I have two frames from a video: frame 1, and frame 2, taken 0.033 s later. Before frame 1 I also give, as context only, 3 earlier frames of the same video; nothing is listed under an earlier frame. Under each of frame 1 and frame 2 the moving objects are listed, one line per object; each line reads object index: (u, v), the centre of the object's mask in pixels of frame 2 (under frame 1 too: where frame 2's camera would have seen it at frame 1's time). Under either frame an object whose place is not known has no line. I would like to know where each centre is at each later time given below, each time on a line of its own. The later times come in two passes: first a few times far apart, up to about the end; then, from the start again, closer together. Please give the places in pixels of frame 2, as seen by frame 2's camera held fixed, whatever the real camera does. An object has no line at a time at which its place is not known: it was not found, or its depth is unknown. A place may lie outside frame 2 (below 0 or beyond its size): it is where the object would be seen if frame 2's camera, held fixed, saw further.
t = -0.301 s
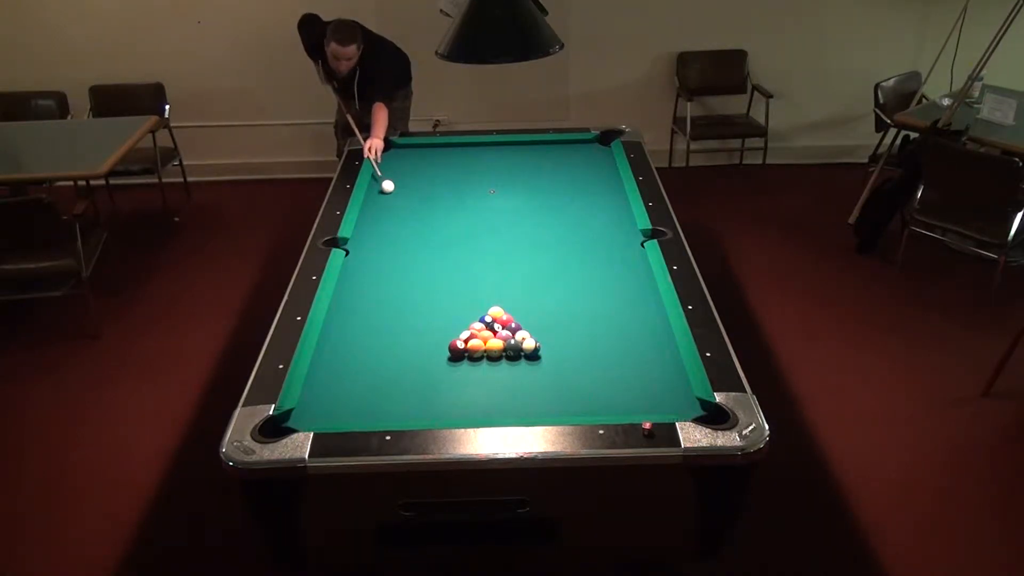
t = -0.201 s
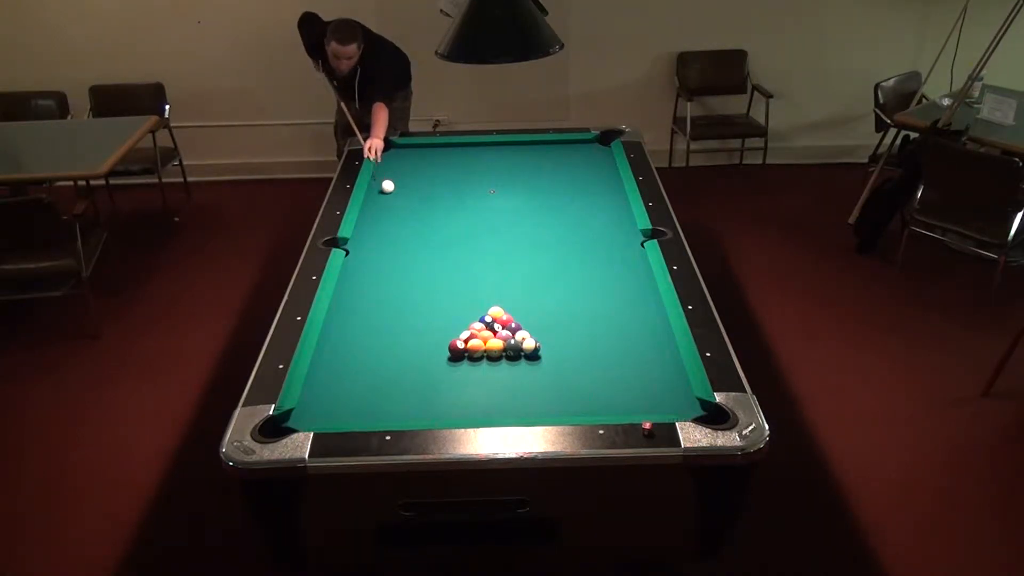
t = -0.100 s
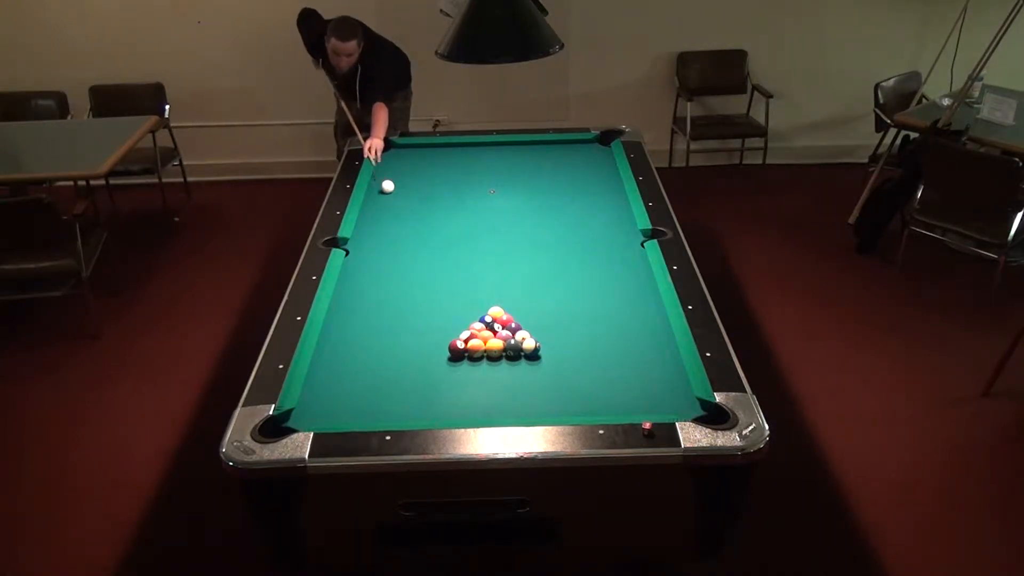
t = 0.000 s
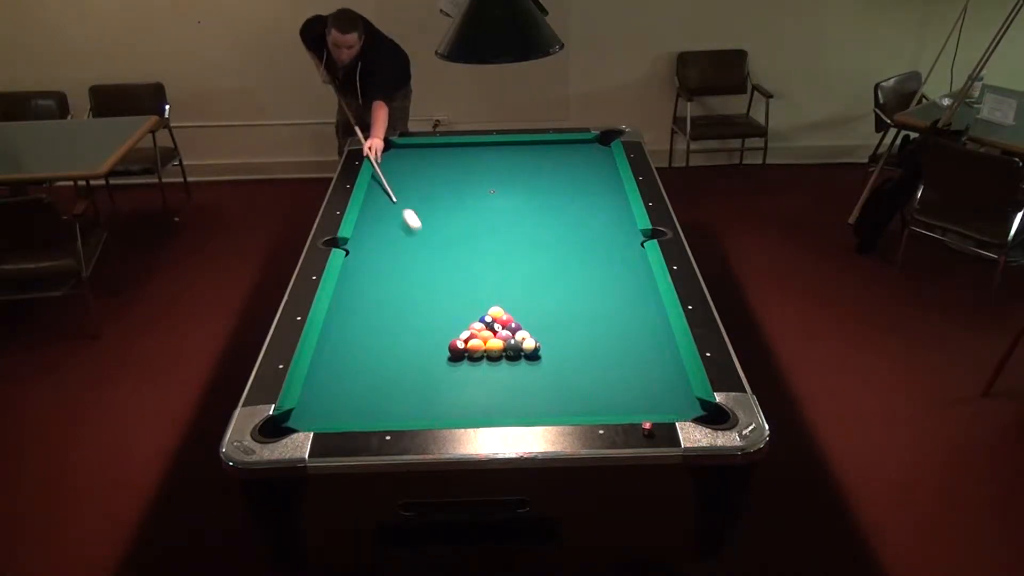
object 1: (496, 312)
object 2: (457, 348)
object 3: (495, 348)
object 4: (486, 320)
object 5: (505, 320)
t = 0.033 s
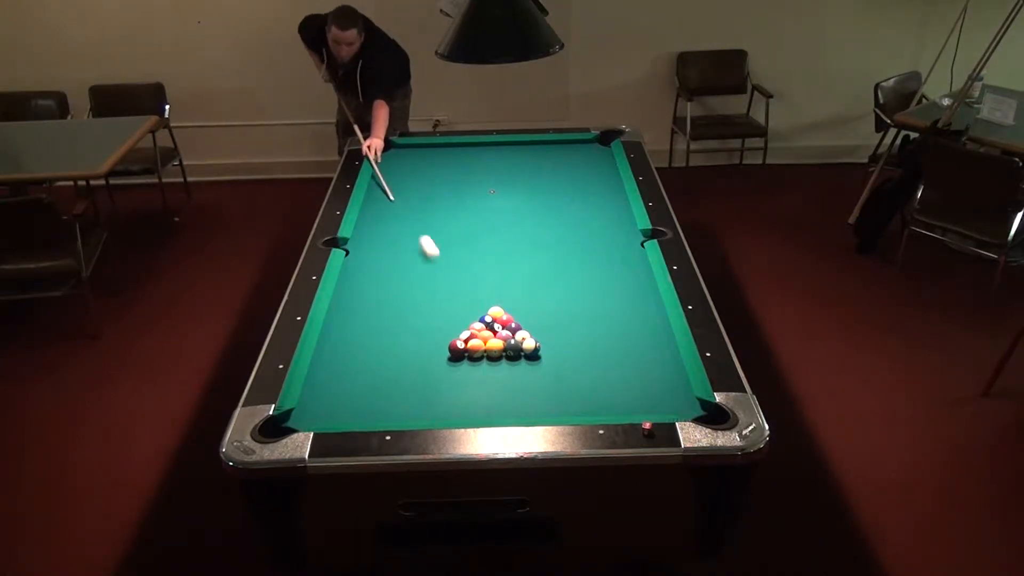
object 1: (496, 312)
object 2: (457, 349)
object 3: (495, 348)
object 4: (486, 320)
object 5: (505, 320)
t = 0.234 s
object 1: (507, 306)
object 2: (440, 350)
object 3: (492, 371)
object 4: (477, 317)
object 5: (540, 320)
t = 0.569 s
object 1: (530, 285)
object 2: (401, 353)
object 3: (490, 408)
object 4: (440, 293)
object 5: (614, 316)
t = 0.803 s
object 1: (544, 272)
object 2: (377, 355)
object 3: (496, 384)
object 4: (409, 270)
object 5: (646, 327)
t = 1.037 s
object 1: (557, 261)
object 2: (355, 356)
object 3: (509, 358)
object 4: (382, 251)
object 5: (658, 337)
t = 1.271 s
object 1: (568, 251)
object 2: (334, 357)
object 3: (521, 333)
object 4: (359, 234)
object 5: (644, 345)
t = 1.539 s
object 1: (580, 241)
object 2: (325, 358)
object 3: (533, 309)
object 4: (378, 219)
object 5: (632, 339)
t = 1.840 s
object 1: (591, 231)
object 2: (339, 357)
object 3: (544, 286)
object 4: (396, 205)
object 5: (622, 330)
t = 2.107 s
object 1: (600, 223)
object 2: (348, 356)
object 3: (548, 268)
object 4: (410, 194)
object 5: (615, 323)
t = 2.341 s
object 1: (607, 218)
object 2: (354, 356)
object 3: (546, 255)
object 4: (421, 185)
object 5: (609, 319)
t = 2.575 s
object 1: (613, 213)
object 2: (358, 355)
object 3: (545, 243)
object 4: (430, 177)
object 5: (604, 315)
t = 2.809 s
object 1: (617, 208)
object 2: (361, 355)
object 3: (543, 232)
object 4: (439, 171)
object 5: (602, 317)
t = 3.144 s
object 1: (623, 203)
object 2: (360, 355)
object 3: (541, 218)
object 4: (451, 162)
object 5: (601, 322)
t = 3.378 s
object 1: (620, 201)
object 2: (360, 355)
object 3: (540, 210)
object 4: (458, 156)
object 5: (600, 325)
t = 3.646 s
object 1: (617, 200)
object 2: (360, 355)
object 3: (539, 202)
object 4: (464, 151)
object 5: (600, 326)
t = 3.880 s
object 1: (616, 199)
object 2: (360, 355)
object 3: (538, 196)
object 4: (468, 148)
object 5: (599, 326)
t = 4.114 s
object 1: (615, 199)
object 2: (360, 355)
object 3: (538, 191)
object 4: (472, 145)
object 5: (599, 326)
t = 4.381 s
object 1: (615, 199)
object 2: (360, 355)
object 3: (537, 186)
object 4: (474, 147)
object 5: (599, 327)
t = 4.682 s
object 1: (615, 199)
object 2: (360, 355)
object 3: (535, 181)
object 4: (474, 148)
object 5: (599, 327)
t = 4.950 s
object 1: (615, 199)
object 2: (360, 355)
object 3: (535, 178)
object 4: (475, 149)
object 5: (599, 327)
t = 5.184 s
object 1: (615, 199)
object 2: (360, 355)
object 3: (535, 176)
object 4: (476, 149)
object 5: (599, 327)
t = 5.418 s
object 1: (615, 199)
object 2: (360, 355)
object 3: (535, 174)
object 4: (476, 149)
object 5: (599, 327)
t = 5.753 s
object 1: (615, 199)
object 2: (360, 355)
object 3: (536, 173)
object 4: (476, 150)
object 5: (599, 327)
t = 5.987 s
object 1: (615, 199)
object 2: (360, 355)
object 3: (536, 173)
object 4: (476, 150)
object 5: (599, 327)
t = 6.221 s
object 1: (615, 199)
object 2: (360, 355)
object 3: (536, 173)
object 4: (476, 150)
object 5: (599, 327)
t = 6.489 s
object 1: (615, 199)
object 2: (360, 355)
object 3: (536, 173)
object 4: (476, 150)
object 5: (599, 327)
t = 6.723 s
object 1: (615, 199)
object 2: (360, 355)
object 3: (536, 173)
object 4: (476, 150)
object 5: (599, 327)
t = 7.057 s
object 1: (615, 199)
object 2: (360, 355)
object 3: (536, 173)
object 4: (476, 150)
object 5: (599, 327)
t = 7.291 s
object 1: (615, 199)
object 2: (360, 355)
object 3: (536, 173)
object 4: (476, 149)
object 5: (599, 327)
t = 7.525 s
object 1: (615, 199)
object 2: (360, 355)
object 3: (536, 173)
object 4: (476, 149)
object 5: (599, 327)
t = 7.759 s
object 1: (615, 199)
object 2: (360, 355)
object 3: (536, 173)
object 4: (476, 150)
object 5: (599, 327)
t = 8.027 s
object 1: (615, 199)
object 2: (360, 355)
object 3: (536, 173)
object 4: (476, 150)
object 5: (599, 327)
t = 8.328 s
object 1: (615, 199)
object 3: (536, 173)
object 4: (476, 149)
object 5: (599, 327)
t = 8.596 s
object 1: (615, 199)
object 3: (536, 173)
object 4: (476, 150)
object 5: (599, 327)
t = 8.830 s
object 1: (615, 199)
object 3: (536, 173)
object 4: (476, 150)
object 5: (599, 327)
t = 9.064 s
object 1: (615, 199)
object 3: (536, 173)
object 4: (476, 149)
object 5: (599, 327)
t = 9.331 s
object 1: (615, 199)
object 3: (536, 173)
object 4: (476, 149)
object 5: (599, 327)
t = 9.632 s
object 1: (615, 199)
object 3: (536, 173)
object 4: (476, 150)
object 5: (599, 327)
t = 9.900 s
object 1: (615, 199)
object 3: (536, 173)
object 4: (476, 149)
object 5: (599, 327)
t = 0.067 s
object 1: (496, 312)
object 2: (457, 348)
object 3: (495, 348)
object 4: (486, 320)
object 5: (505, 320)
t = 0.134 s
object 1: (499, 310)
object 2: (453, 349)
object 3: (494, 353)
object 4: (484, 319)
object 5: (513, 322)
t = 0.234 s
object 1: (507, 306)
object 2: (440, 350)
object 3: (492, 371)
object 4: (477, 317)
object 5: (540, 320)
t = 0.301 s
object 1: (512, 301)
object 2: (432, 350)
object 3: (491, 381)
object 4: (473, 316)
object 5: (554, 319)
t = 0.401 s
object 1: (519, 295)
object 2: (420, 352)
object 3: (490, 397)
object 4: (466, 312)
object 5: (577, 318)
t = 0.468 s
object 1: (523, 290)
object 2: (413, 352)
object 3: (489, 409)
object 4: (455, 303)
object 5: (592, 317)
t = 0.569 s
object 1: (530, 285)
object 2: (401, 353)
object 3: (490, 408)
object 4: (440, 293)
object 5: (614, 316)
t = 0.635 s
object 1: (535, 281)
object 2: (394, 354)
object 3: (491, 401)
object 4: (431, 286)
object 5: (623, 319)
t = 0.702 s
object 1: (539, 277)
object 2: (387, 354)
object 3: (492, 395)
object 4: (421, 279)
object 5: (632, 322)
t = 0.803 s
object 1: (544, 272)
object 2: (377, 355)
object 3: (496, 384)
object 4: (409, 270)
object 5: (646, 327)
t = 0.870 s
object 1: (548, 269)
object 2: (370, 355)
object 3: (499, 377)
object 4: (401, 264)
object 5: (656, 330)
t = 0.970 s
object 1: (554, 264)
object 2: (361, 356)
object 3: (505, 365)
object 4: (389, 257)
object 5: (662, 335)
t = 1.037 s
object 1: (557, 261)
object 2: (355, 356)
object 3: (509, 358)
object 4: (382, 251)
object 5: (658, 337)
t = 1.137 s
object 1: (562, 256)
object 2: (346, 357)
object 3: (514, 347)
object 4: (371, 244)
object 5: (651, 341)
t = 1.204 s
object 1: (565, 254)
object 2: (340, 357)
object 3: (517, 340)
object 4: (364, 238)
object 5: (648, 343)
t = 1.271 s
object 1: (568, 251)
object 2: (334, 357)
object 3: (521, 333)
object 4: (359, 234)
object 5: (644, 345)
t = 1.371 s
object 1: (573, 247)
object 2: (327, 358)
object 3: (525, 324)
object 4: (367, 229)
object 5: (639, 344)
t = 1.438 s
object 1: (576, 245)
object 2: (322, 358)
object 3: (529, 318)
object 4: (371, 225)
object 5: (637, 342)
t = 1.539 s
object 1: (580, 241)
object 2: (325, 358)
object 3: (533, 309)
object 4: (378, 219)
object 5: (632, 339)
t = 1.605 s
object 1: (583, 238)
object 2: (328, 358)
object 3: (535, 303)
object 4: (382, 215)
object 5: (630, 337)
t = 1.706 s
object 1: (587, 235)
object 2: (333, 358)
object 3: (539, 296)
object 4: (388, 211)
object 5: (627, 334)
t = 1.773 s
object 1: (589, 233)
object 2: (336, 358)
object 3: (542, 290)
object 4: (392, 208)
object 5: (624, 332)
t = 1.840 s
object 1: (591, 231)
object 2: (339, 357)
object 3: (544, 286)
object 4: (396, 205)
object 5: (622, 330)
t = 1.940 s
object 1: (595, 228)
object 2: (342, 357)
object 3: (547, 279)
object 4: (401, 200)
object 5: (619, 327)
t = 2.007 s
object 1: (597, 226)
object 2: (344, 357)
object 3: (549, 274)
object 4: (405, 198)
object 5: (617, 326)
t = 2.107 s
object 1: (600, 223)
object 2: (348, 356)
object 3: (548, 268)
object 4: (410, 194)
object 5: (615, 323)
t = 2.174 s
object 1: (602, 222)
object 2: (349, 356)
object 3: (548, 264)
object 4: (413, 191)
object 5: (613, 322)
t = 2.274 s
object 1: (605, 219)
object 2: (352, 356)
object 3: (547, 258)
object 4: (418, 188)
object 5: (610, 320)
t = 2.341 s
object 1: (607, 218)
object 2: (354, 356)
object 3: (546, 255)
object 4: (421, 185)
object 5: (609, 319)
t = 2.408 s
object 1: (608, 216)
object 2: (355, 356)
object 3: (546, 251)
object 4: (423, 184)
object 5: (607, 317)
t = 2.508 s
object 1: (611, 214)
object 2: (357, 355)
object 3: (545, 246)
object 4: (428, 180)
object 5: (606, 316)
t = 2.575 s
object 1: (613, 213)
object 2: (358, 355)
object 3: (545, 243)
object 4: (430, 177)
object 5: (604, 315)
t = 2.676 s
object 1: (615, 211)
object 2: (360, 355)
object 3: (544, 238)
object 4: (434, 175)
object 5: (603, 314)
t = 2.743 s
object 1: (616, 209)
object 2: (360, 355)
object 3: (544, 235)
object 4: (437, 173)
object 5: (602, 316)
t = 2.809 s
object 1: (617, 208)
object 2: (361, 355)
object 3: (543, 232)
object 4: (439, 171)
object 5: (602, 317)
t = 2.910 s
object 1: (619, 206)
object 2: (361, 355)
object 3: (542, 227)
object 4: (444, 167)
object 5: (602, 319)
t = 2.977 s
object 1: (621, 205)
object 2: (361, 355)
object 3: (542, 224)
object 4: (446, 166)
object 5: (602, 321)
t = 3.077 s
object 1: (622, 204)
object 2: (360, 355)
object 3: (542, 220)
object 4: (449, 163)
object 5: (601, 322)
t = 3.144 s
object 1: (623, 203)
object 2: (360, 355)
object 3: (541, 218)
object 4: (451, 162)
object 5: (601, 322)
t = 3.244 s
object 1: (621, 202)
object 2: (360, 355)
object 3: (541, 214)
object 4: (454, 159)
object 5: (601, 324)
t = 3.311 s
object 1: (621, 201)
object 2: (360, 355)
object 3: (540, 212)
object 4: (456, 158)
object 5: (600, 324)
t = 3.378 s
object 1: (620, 201)
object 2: (360, 355)
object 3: (540, 210)
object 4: (458, 156)
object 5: (600, 325)
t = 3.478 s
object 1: (619, 200)
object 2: (360, 355)
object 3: (540, 207)
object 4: (460, 155)
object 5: (600, 326)
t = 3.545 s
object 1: (618, 200)
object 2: (360, 355)
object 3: (539, 205)
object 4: (461, 154)
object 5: (600, 326)
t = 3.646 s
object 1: (617, 200)
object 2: (360, 355)
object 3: (539, 202)
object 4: (464, 151)
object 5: (600, 326)
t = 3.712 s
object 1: (617, 199)
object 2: (360, 355)
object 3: (539, 200)
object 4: (465, 150)
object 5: (600, 326)
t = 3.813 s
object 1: (616, 199)
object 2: (360, 355)
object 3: (539, 198)
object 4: (467, 149)
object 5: (599, 326)
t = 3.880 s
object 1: (616, 199)
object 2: (360, 355)
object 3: (538, 196)
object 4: (468, 148)
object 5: (599, 326)
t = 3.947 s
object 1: (616, 199)
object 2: (360, 355)
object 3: (538, 195)
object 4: (469, 147)
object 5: (599, 326)
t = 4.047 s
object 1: (615, 199)
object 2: (360, 355)
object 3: (538, 193)
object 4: (471, 146)
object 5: (599, 326)
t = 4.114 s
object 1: (615, 199)
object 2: (360, 355)
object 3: (538, 191)
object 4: (472, 145)
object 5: (599, 326)
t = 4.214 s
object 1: (615, 199)
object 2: (360, 355)
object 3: (537, 189)
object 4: (473, 146)
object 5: (599, 327)
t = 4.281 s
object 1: (615, 199)
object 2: (360, 355)
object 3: (537, 188)
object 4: (473, 147)
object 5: (599, 327)
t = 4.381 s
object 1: (615, 199)
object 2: (360, 355)
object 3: (537, 186)
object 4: (474, 147)
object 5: (599, 327)
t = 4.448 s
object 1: (615, 199)
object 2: (360, 355)
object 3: (536, 185)
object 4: (474, 147)
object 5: (599, 327)
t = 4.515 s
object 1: (615, 199)
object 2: (360, 355)
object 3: (536, 184)
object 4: (474, 148)
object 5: (599, 327)
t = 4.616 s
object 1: (615, 199)
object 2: (360, 355)
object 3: (536, 182)
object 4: (474, 148)
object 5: (599, 327)
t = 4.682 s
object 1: (615, 199)
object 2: (360, 355)
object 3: (535, 181)
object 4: (474, 148)
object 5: (599, 327)
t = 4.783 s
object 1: (615, 199)
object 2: (360, 355)
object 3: (535, 180)
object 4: (475, 149)
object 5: (599, 327)
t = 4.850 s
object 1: (615, 199)
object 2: (360, 355)
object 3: (535, 179)
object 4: (475, 149)
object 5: (599, 327)
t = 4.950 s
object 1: (615, 199)
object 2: (360, 355)
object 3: (535, 178)
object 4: (475, 149)
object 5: (599, 327)
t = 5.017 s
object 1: (615, 199)
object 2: (360, 355)
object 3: (535, 178)
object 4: (475, 149)
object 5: (599, 327)
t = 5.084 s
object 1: (615, 199)
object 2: (360, 355)
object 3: (535, 177)
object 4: (475, 149)
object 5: (599, 327)
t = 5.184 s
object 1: (615, 199)
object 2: (360, 355)
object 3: (535, 176)
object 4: (476, 149)
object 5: (599, 327)
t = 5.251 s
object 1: (615, 199)
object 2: (360, 355)
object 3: (535, 176)
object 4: (476, 149)
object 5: (599, 327)
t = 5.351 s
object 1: (615, 199)
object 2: (360, 355)
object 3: (535, 175)
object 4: (476, 149)
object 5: (599, 327)
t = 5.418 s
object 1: (615, 199)
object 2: (360, 355)
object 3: (535, 174)
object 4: (476, 149)
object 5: (599, 327)
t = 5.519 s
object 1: (615, 199)
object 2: (360, 355)
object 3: (535, 174)
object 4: (476, 150)
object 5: (599, 327)
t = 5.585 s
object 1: (615, 199)
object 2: (360, 355)
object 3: (535, 174)
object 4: (476, 149)
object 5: (599, 327)
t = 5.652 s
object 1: (615, 199)
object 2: (360, 355)
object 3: (535, 174)
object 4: (476, 149)
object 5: (599, 327)
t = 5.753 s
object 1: (615, 199)
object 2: (360, 355)
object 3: (536, 173)
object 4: (476, 150)
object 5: (599, 327)
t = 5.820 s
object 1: (615, 199)
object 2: (360, 355)
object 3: (536, 173)
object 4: (476, 150)
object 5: (599, 327)
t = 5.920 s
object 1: (615, 199)
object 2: (360, 355)
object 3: (536, 173)
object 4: (476, 150)
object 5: (599, 327)
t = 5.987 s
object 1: (615, 199)
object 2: (360, 355)
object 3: (536, 173)
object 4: (476, 150)
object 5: (599, 327)
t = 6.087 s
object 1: (615, 199)
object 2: (360, 355)
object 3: (536, 173)
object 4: (476, 150)
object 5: (599, 327)
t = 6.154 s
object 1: (615, 199)
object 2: (360, 355)
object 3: (536, 173)
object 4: (476, 150)
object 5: (599, 327)
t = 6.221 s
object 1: (615, 199)
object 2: (360, 355)
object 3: (536, 173)
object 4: (476, 150)
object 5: (599, 327)
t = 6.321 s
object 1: (615, 199)
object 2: (360, 355)
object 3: (536, 173)
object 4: (476, 150)
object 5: (599, 327)
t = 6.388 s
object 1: (615, 199)
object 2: (360, 355)
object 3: (536, 173)
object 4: (476, 150)
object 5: (599, 327)
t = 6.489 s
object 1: (615, 199)
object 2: (360, 355)
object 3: (536, 173)
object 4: (476, 150)
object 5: (599, 327)
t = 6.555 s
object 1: (615, 199)
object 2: (360, 355)
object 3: (536, 173)
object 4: (476, 150)
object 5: (599, 327)
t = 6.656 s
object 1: (615, 199)
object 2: (360, 355)
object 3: (536, 173)
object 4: (476, 150)
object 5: (599, 327)
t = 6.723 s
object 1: (615, 199)
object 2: (360, 355)
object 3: (536, 173)
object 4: (476, 150)
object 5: (599, 327)
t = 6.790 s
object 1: (615, 199)
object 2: (360, 355)
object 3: (536, 173)
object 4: (476, 150)
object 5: (599, 327)
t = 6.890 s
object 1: (615, 199)
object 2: (360, 355)
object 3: (536, 173)
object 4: (476, 149)
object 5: (599, 327)
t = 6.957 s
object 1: (615, 199)
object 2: (360, 355)
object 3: (536, 173)
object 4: (476, 150)
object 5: (599, 327)
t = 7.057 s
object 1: (615, 199)
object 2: (360, 355)
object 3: (536, 173)
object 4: (476, 150)
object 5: (599, 327)
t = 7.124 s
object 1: (615, 199)
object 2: (360, 355)
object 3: (536, 173)
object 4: (476, 149)
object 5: (599, 327)
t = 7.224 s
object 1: (615, 199)
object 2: (360, 355)
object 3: (536, 173)
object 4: (476, 150)
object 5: (599, 327)
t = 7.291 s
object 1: (615, 199)
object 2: (360, 355)
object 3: (536, 173)
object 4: (476, 149)
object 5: (599, 327)
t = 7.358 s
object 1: (615, 199)
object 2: (360, 355)
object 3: (536, 173)
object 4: (476, 149)
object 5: (599, 327)
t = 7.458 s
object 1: (615, 199)
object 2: (360, 355)
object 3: (536, 173)
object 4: (476, 150)
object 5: (599, 327)
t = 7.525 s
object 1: (615, 199)
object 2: (360, 355)
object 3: (536, 173)
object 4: (476, 149)
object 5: (599, 327)
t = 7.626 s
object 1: (615, 199)
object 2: (360, 355)
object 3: (536, 173)
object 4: (476, 150)
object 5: (599, 327)
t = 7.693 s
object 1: (615, 199)
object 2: (360, 355)
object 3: (536, 173)
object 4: (476, 149)
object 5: (599, 327)
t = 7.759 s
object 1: (615, 199)
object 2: (360, 355)
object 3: (536, 173)
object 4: (476, 150)
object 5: (599, 327)
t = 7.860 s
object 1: (615, 199)
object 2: (360, 355)
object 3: (536, 173)
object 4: (476, 150)
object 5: (599, 327)
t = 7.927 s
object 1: (615, 199)
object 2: (360, 355)
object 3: (536, 173)
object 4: (476, 149)
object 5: (599, 327)
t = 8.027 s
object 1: (615, 199)
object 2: (360, 355)
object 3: (536, 173)
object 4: (476, 150)
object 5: (599, 327)
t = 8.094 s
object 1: (615, 199)
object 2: (360, 355)
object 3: (536, 173)
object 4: (476, 149)
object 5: (599, 327)
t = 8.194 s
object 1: (615, 199)
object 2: (360, 355)
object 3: (536, 173)
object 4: (476, 150)
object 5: (599, 327)
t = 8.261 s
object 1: (615, 199)
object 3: (536, 173)
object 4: (476, 150)
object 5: (599, 327)
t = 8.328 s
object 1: (615, 199)
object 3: (536, 173)
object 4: (476, 149)
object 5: (599, 327)
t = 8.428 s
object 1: (615, 199)
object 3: (536, 173)
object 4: (476, 149)
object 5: (599, 327)
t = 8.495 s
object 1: (615, 199)
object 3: (536, 173)
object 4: (476, 149)
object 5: (599, 327)
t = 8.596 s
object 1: (615, 199)
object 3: (536, 173)
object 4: (476, 150)
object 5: (599, 327)
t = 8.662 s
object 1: (615, 199)
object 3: (536, 173)
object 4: (476, 150)
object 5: (599, 327)
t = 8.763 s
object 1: (615, 199)
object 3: (536, 173)
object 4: (476, 150)
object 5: (599, 327)
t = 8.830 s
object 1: (615, 199)
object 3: (536, 173)
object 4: (476, 150)
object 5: (599, 327)
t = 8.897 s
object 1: (615, 199)
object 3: (536, 173)
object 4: (476, 149)
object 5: (599, 327)
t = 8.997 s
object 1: (615, 199)
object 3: (536, 173)
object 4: (476, 150)
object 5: (599, 327)
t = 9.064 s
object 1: (615, 199)
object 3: (536, 173)
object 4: (476, 149)
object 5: (599, 327)
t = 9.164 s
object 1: (615, 199)
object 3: (536, 173)
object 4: (476, 150)
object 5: (599, 327)
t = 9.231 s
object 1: (615, 199)
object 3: (536, 173)
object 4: (476, 150)
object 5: (599, 327)
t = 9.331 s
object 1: (615, 199)
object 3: (536, 173)
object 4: (476, 149)
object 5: (599, 327)
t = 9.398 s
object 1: (615, 199)
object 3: (536, 173)
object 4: (476, 149)
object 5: (599, 327)
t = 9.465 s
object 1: (615, 199)
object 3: (536, 173)
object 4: (476, 150)
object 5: (599, 327)
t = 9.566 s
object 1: (615, 199)
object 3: (536, 173)
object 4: (476, 150)
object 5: (599, 327)
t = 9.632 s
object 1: (615, 199)
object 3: (536, 173)
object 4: (476, 150)
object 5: (599, 327)
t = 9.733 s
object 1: (615, 199)
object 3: (536, 173)
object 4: (476, 150)
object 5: (599, 327)
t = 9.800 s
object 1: (615, 199)
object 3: (536, 173)
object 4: (476, 149)
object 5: (599, 327)
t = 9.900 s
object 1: (615, 199)
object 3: (536, 173)
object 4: (476, 149)
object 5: (599, 327)
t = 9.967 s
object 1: (615, 199)
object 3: (536, 173)
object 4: (476, 150)
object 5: (599, 326)
